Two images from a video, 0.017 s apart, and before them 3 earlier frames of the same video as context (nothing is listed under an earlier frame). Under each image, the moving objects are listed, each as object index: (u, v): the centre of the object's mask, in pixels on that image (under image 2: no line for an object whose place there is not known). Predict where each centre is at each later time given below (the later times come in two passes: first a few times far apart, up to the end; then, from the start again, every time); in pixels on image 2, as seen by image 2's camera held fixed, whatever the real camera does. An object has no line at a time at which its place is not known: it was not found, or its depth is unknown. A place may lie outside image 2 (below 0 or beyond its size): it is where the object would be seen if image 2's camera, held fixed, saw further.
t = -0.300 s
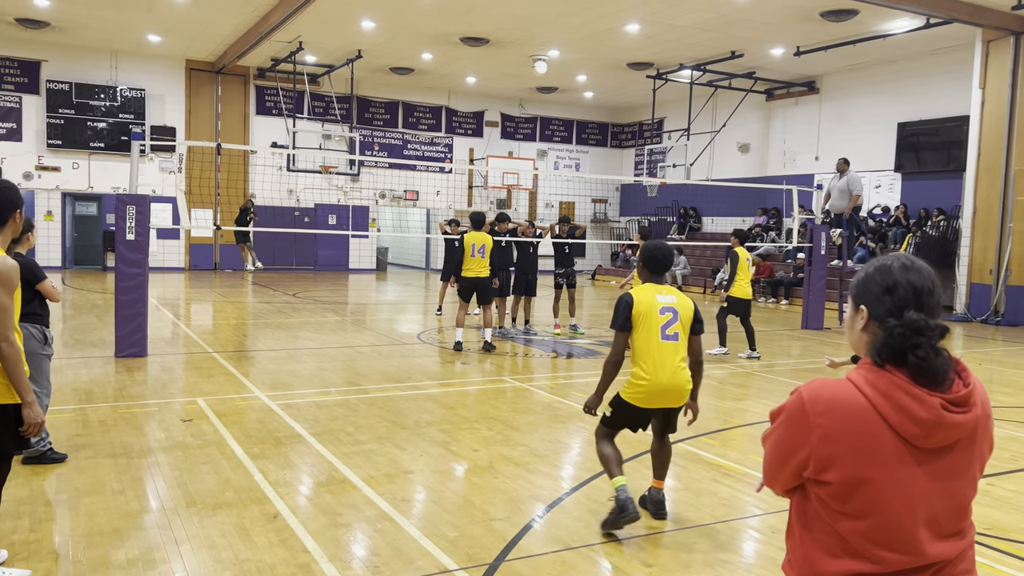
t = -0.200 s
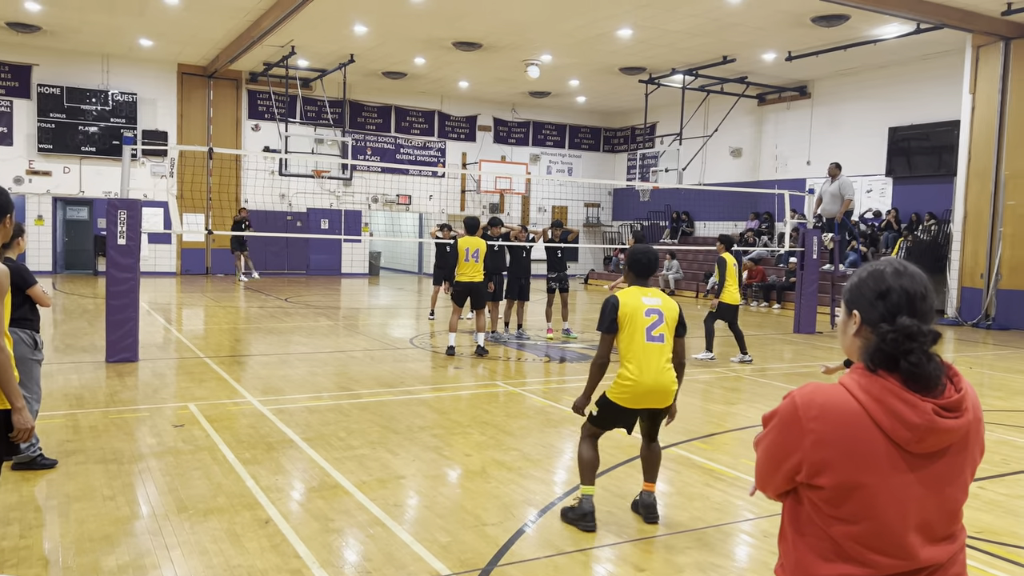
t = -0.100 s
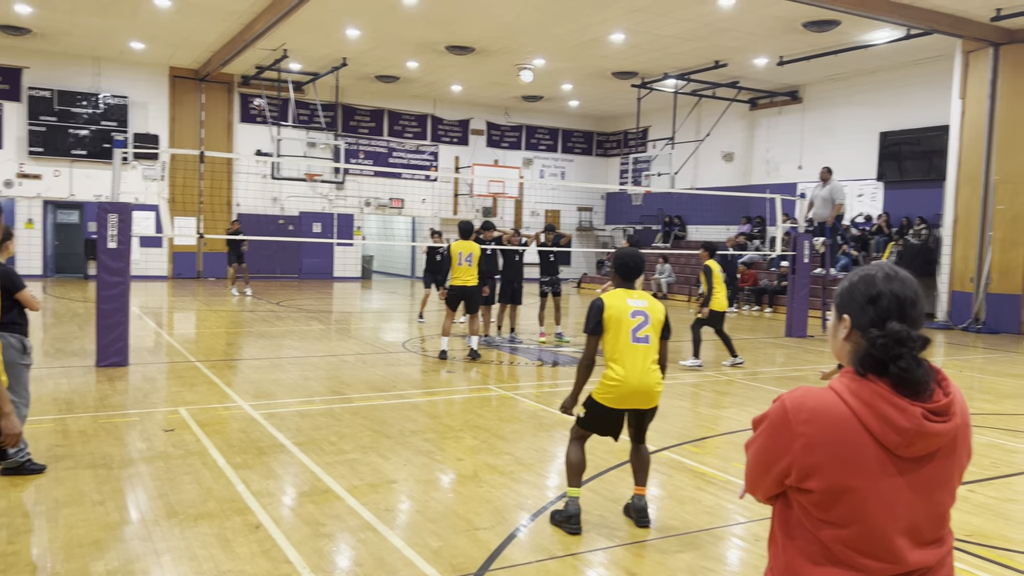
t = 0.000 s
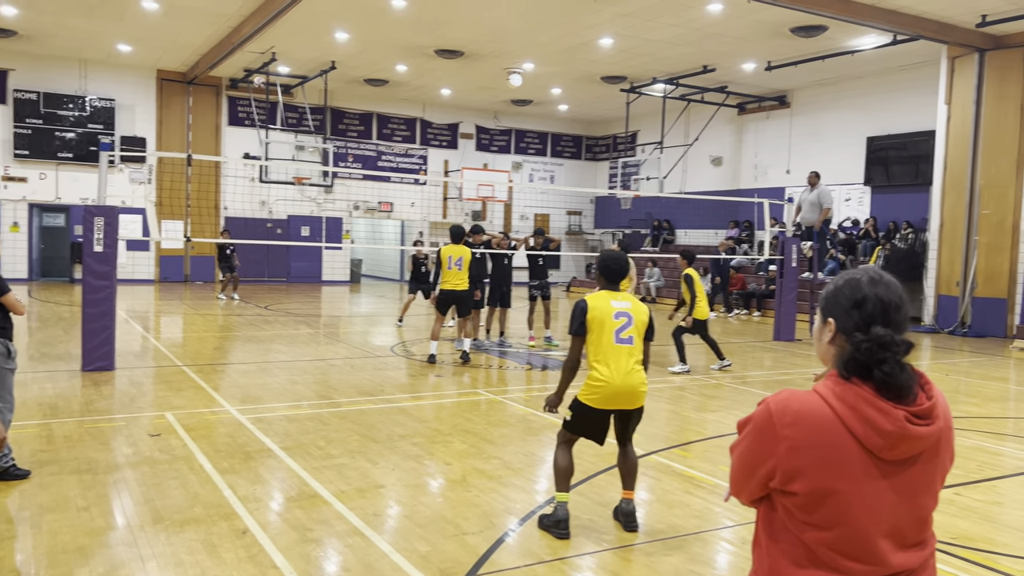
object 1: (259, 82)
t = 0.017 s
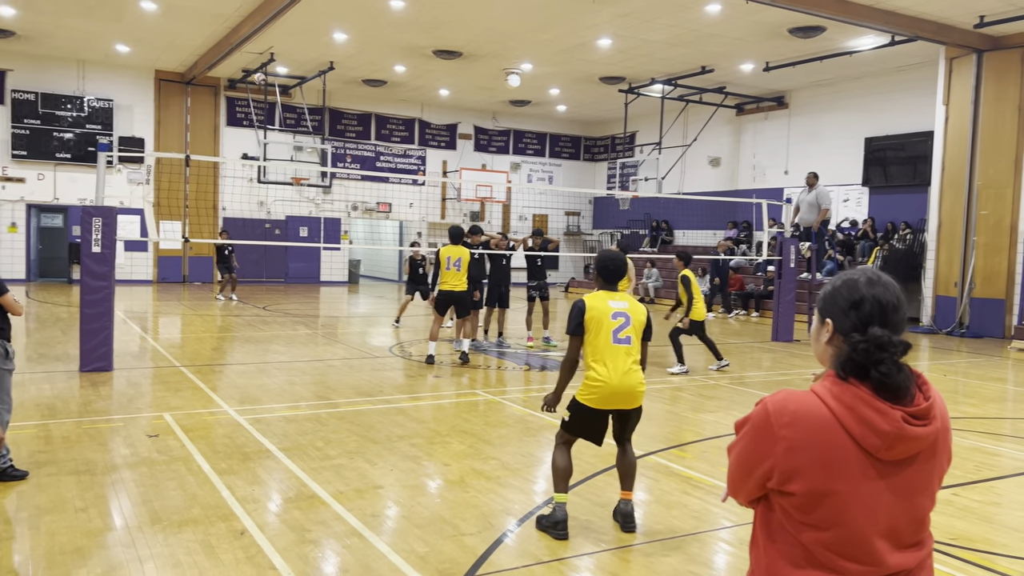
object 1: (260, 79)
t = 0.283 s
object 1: (296, 27)
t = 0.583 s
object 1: (354, 17)
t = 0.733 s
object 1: (390, 43)
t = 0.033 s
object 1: (262, 75)
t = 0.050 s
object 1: (263, 70)
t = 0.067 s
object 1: (265, 67)
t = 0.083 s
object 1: (268, 63)
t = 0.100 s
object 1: (270, 60)
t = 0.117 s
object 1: (272, 56)
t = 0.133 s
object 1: (274, 54)
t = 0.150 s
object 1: (277, 50)
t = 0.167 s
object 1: (279, 46)
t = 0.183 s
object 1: (282, 43)
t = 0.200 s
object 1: (284, 40)
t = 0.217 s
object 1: (286, 38)
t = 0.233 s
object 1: (289, 35)
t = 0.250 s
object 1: (291, 32)
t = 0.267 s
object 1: (294, 29)
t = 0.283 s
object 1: (296, 27)
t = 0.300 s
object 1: (299, 25)
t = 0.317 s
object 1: (302, 22)
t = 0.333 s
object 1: (304, 21)
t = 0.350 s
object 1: (307, 19)
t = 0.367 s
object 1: (310, 18)
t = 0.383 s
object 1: (313, 17)
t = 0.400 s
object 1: (316, 16)
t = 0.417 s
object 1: (319, 15)
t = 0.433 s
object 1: (322, 14)
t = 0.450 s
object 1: (325, 14)
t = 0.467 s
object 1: (329, 14)
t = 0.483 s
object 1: (332, 13)
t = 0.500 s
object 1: (335, 13)
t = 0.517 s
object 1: (339, 14)
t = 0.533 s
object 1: (342, 14)
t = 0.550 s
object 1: (346, 15)
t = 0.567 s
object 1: (350, 16)
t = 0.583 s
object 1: (354, 17)
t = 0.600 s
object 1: (357, 19)
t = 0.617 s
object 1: (361, 20)
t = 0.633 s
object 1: (365, 22)
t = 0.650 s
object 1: (369, 25)
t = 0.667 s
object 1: (373, 28)
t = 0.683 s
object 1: (377, 31)
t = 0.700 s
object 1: (381, 35)
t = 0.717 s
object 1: (386, 39)
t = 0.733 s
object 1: (390, 43)
